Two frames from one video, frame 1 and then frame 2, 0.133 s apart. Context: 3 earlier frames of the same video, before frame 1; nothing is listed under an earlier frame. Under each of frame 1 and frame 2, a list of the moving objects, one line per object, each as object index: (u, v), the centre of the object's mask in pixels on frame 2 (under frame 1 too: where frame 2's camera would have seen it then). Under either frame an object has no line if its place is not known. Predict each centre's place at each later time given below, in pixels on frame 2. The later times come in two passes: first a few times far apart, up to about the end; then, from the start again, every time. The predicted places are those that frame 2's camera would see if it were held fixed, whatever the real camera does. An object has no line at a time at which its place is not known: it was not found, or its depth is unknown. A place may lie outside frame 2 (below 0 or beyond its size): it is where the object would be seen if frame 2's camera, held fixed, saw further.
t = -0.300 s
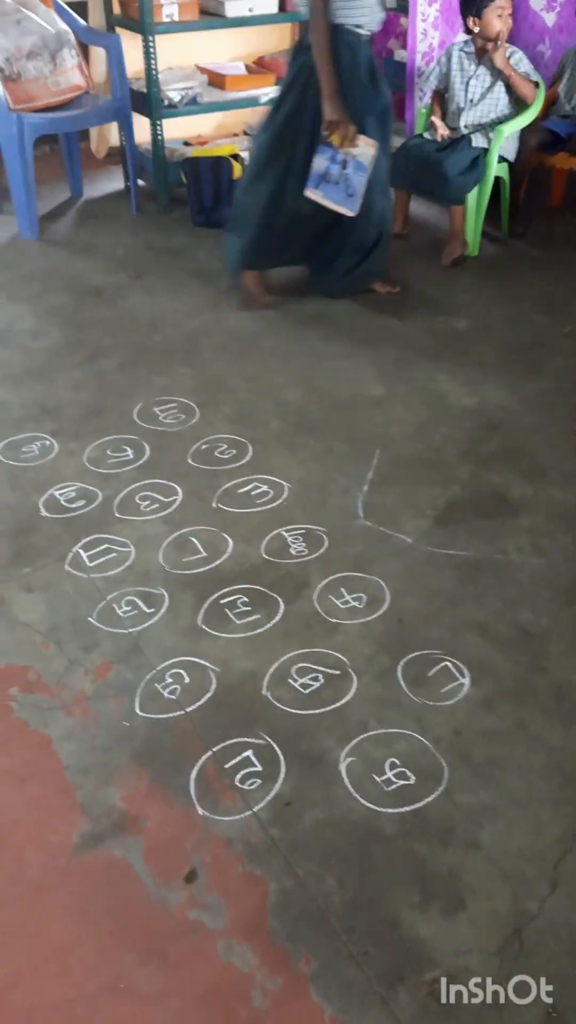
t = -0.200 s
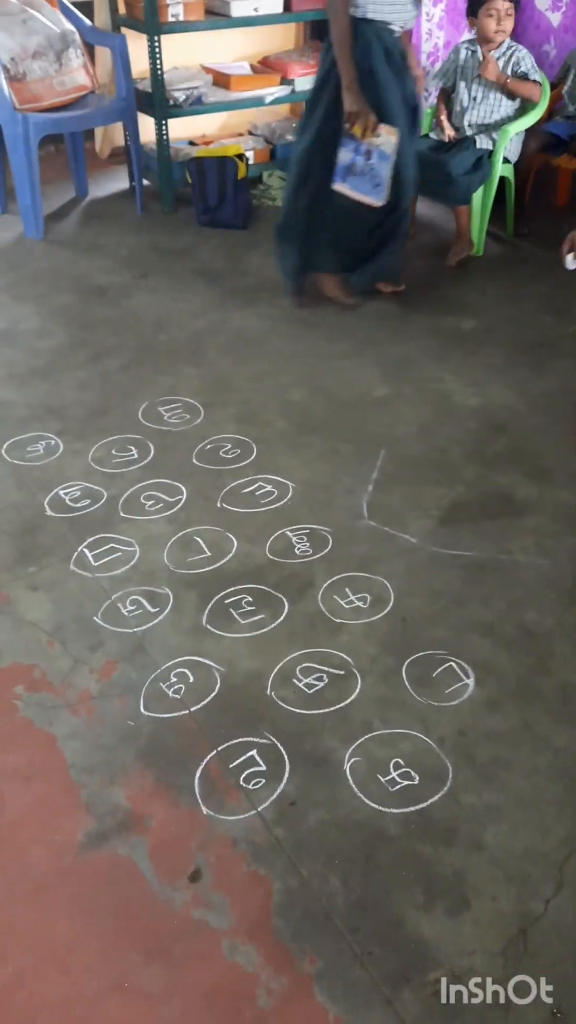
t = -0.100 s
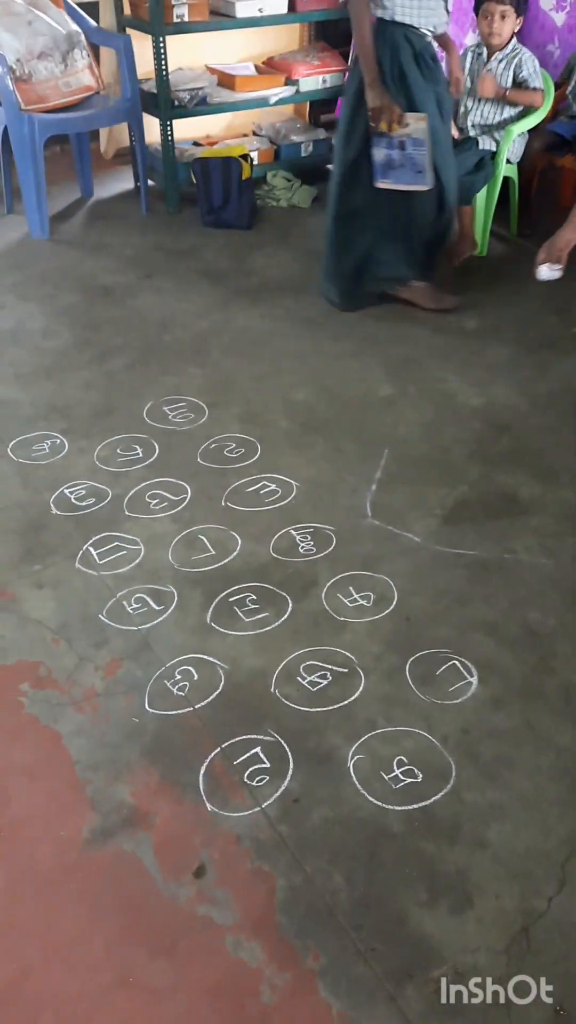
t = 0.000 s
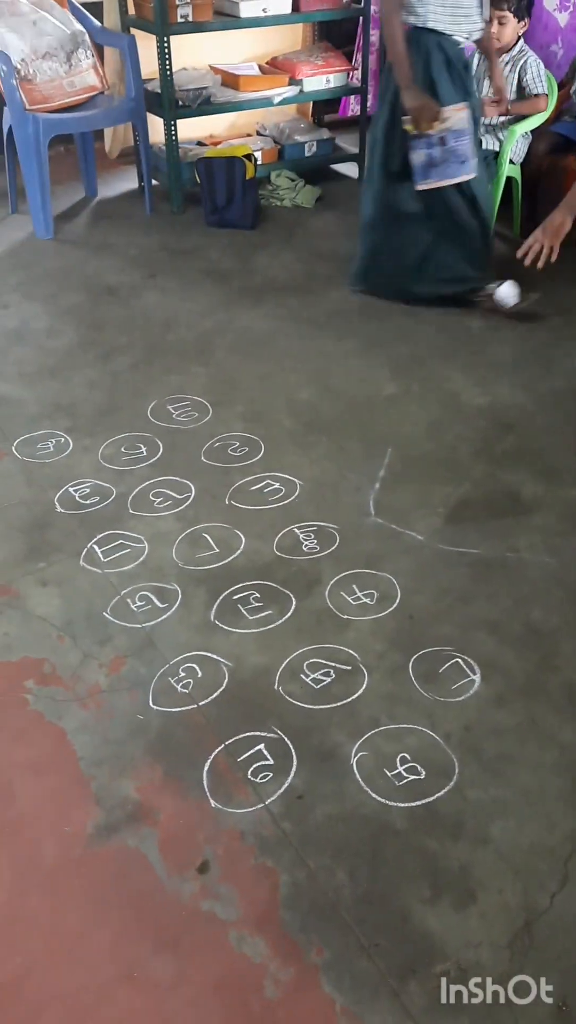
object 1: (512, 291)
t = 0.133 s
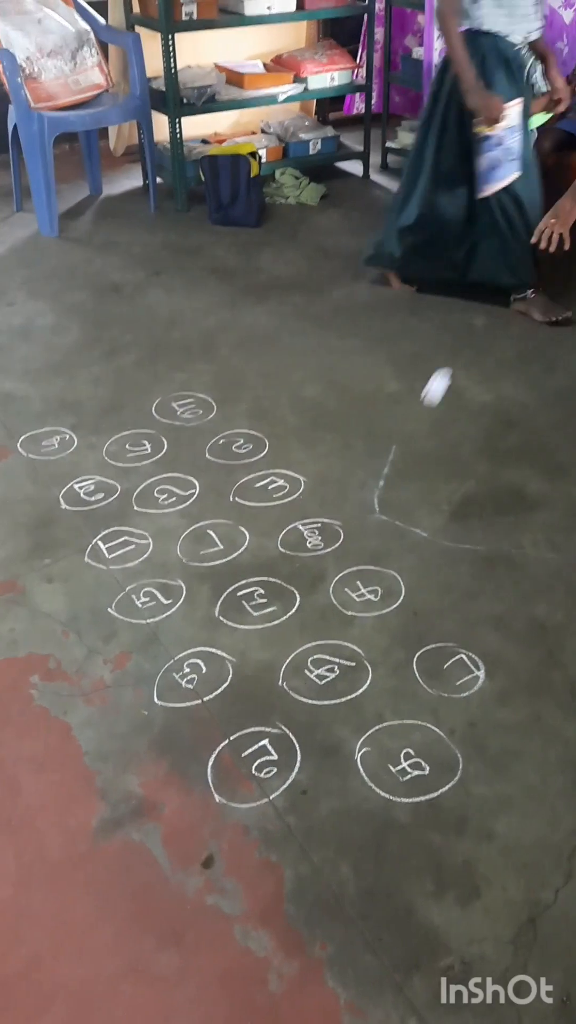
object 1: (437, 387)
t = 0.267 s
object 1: (343, 601)
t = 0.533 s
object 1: (314, 709)
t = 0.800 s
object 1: (350, 866)
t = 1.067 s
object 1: (355, 875)
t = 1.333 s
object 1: (356, 876)
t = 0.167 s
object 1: (414, 431)
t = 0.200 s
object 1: (391, 483)
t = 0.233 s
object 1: (368, 539)
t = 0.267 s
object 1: (343, 601)
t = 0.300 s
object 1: (324, 650)
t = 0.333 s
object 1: (324, 644)
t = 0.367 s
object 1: (326, 636)
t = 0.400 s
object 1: (325, 639)
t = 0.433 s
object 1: (320, 655)
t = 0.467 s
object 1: (314, 671)
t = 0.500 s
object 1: (313, 688)
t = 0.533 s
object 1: (314, 709)
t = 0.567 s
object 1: (316, 737)
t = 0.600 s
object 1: (311, 779)
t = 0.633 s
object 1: (311, 807)
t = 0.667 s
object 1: (315, 814)
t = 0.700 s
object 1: (325, 823)
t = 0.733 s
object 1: (337, 840)
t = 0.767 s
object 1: (346, 854)
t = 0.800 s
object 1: (350, 866)
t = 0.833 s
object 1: (354, 874)
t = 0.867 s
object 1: (356, 876)
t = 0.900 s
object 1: (358, 876)
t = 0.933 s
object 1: (356, 875)
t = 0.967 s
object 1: (354, 875)
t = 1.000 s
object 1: (354, 874)
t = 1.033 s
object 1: (354, 875)
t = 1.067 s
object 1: (355, 875)
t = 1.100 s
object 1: (356, 875)
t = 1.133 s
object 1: (356, 876)
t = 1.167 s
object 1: (356, 876)
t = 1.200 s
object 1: (356, 875)
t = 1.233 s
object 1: (356, 875)
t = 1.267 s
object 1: (356, 876)
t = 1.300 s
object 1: (356, 876)
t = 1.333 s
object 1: (356, 876)
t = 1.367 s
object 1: (356, 876)
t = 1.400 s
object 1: (356, 876)
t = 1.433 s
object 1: (356, 876)
